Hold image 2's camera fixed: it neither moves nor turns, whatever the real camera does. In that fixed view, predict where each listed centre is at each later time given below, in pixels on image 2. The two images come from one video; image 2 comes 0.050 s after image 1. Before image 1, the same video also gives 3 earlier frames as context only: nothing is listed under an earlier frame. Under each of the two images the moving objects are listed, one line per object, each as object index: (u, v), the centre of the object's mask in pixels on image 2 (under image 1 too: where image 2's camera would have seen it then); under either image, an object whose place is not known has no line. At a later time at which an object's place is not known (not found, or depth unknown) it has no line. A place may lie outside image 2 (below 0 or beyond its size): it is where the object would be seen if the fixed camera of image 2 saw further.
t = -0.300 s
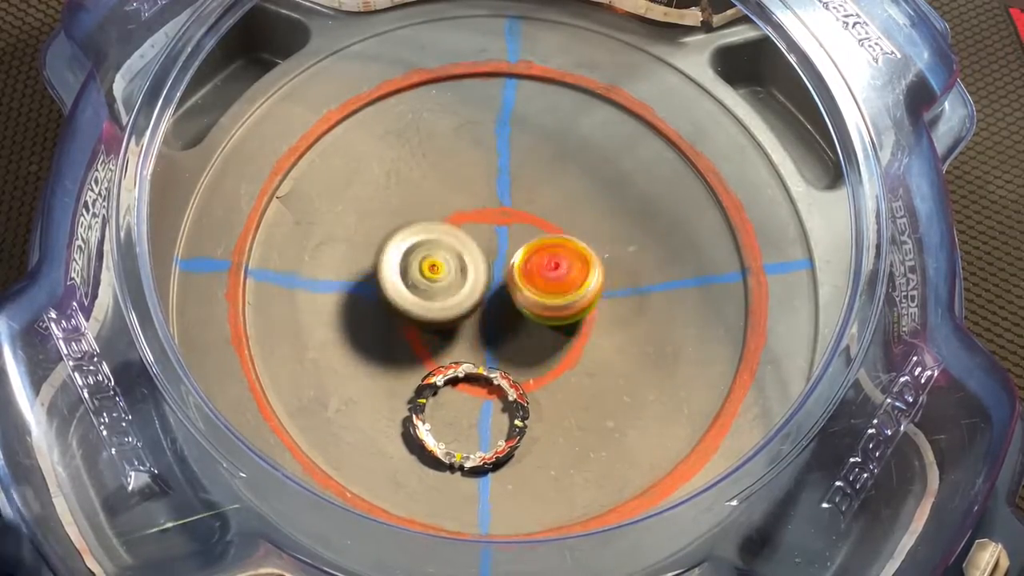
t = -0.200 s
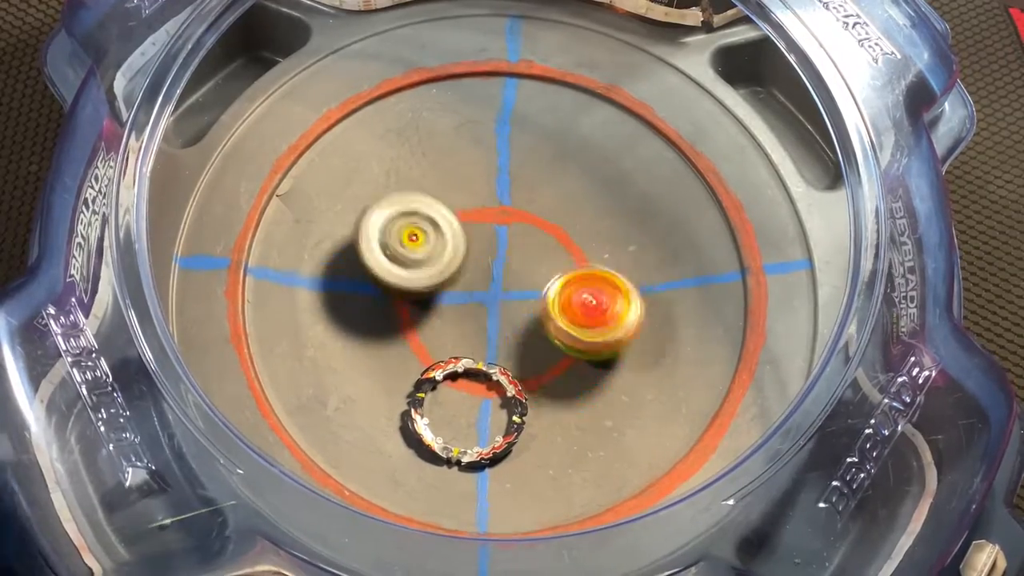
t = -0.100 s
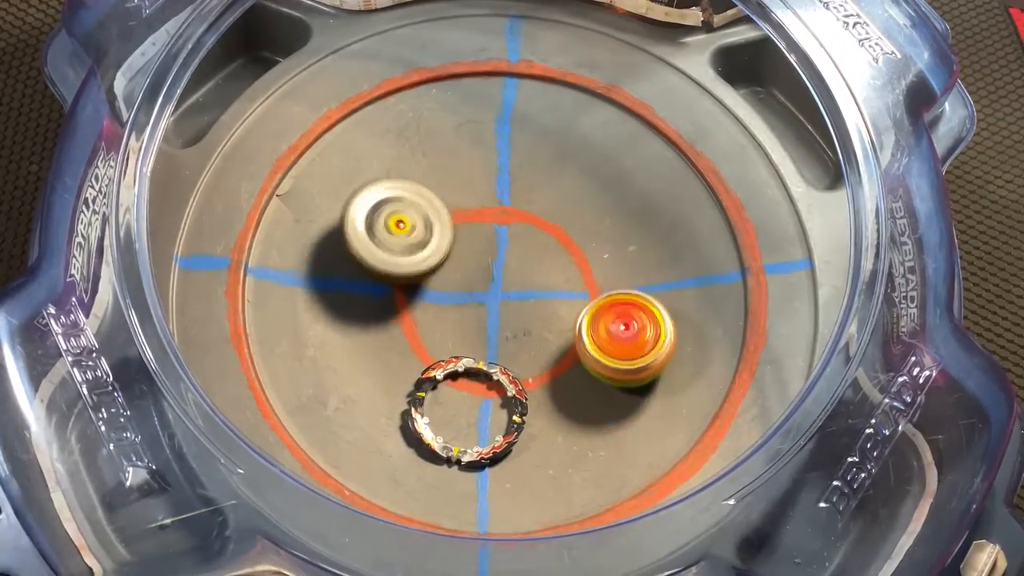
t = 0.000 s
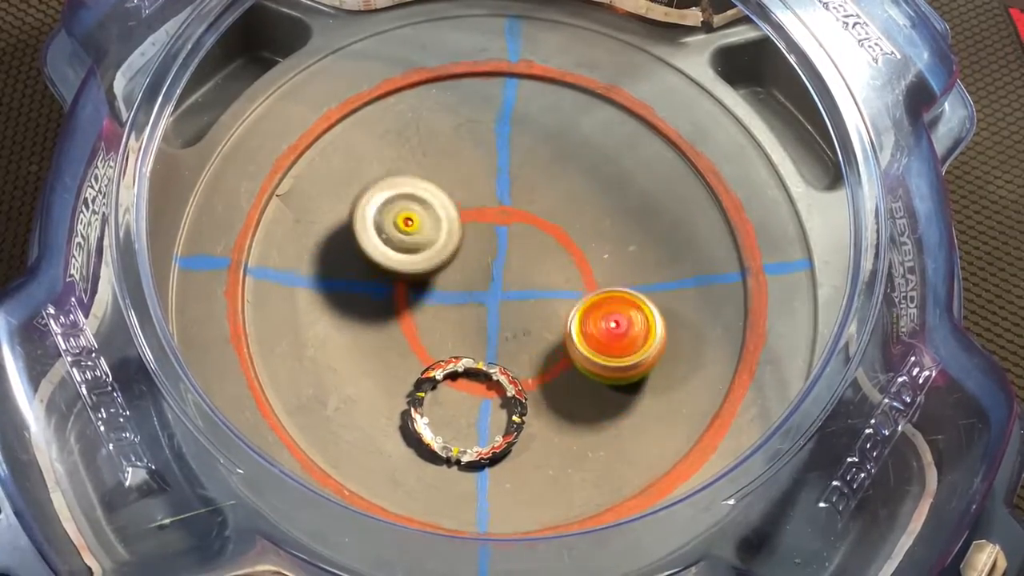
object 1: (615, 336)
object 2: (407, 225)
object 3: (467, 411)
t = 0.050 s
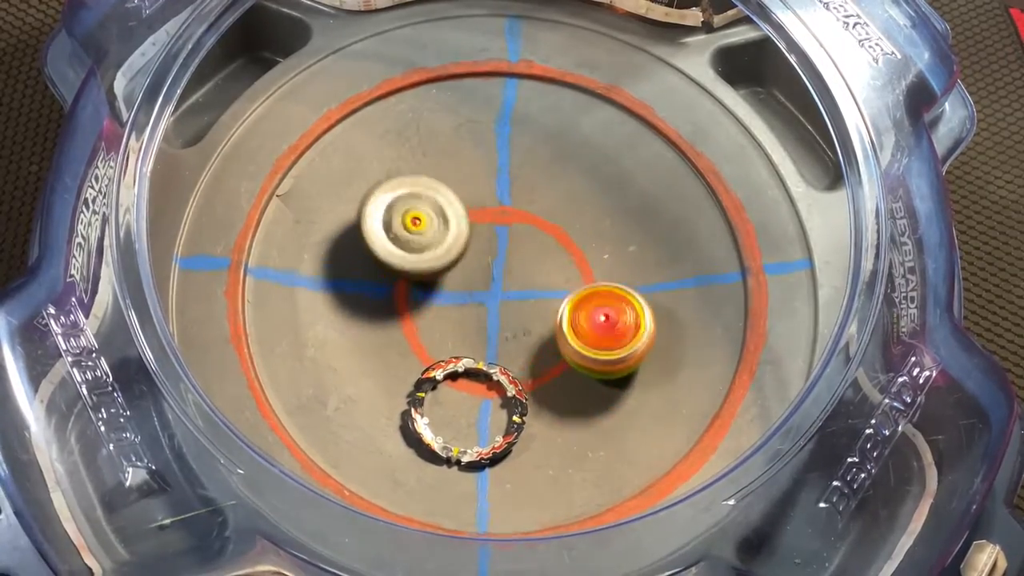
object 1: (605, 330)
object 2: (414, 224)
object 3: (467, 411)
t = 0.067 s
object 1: (601, 328)
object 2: (417, 224)
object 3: (467, 411)
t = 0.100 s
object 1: (594, 325)
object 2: (423, 224)
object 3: (467, 411)
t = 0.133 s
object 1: (586, 322)
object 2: (429, 223)
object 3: (467, 411)
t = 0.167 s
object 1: (580, 321)
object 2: (437, 223)
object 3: (467, 411)
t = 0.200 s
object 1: (572, 319)
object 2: (442, 225)
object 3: (467, 411)
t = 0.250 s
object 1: (560, 319)
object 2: (453, 226)
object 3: (467, 411)
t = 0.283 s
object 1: (551, 319)
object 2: (461, 226)
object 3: (467, 411)
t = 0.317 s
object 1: (542, 319)
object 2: (469, 227)
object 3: (467, 411)
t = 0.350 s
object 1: (533, 318)
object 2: (477, 226)
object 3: (467, 412)
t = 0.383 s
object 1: (529, 332)
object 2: (482, 215)
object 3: (467, 412)
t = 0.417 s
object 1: (524, 344)
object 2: (486, 207)
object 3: (442, 437)
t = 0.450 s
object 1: (519, 352)
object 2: (491, 202)
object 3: (441, 437)
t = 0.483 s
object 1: (517, 356)
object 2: (494, 200)
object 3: (435, 440)
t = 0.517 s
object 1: (514, 357)
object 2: (498, 201)
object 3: (430, 440)
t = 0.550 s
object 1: (512, 357)
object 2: (503, 203)
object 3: (430, 440)
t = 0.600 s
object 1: (510, 354)
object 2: (507, 209)
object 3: (460, 443)
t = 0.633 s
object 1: (508, 351)
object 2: (509, 215)
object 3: (426, 439)
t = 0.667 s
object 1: (506, 349)
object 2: (511, 221)
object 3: (445, 446)
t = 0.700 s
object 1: (503, 345)
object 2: (514, 227)
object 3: (427, 439)
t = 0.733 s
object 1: (500, 342)
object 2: (516, 234)
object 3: (427, 439)
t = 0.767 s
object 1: (495, 342)
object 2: (518, 234)
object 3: (426, 439)
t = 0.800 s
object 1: (492, 345)
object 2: (521, 231)
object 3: (424, 442)
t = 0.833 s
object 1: (490, 345)
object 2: (523, 231)
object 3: (421, 444)
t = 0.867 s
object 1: (487, 344)
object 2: (522, 232)
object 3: (420, 444)
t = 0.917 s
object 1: (483, 341)
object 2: (523, 232)
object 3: (420, 443)
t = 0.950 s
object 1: (481, 337)
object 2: (523, 233)
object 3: (420, 443)
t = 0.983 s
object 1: (479, 334)
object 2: (524, 234)
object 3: (419, 442)
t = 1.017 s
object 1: (477, 331)
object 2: (525, 235)
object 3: (421, 443)
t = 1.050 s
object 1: (469, 334)
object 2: (532, 229)
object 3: (420, 442)
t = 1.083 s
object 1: (457, 341)
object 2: (545, 218)
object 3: (416, 452)
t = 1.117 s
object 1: (451, 342)
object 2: (554, 212)
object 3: (416, 435)
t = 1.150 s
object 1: (449, 342)
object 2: (560, 211)
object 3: (412, 438)
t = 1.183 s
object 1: (447, 342)
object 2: (565, 213)
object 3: (411, 439)
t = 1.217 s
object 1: (447, 342)
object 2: (568, 217)
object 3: (411, 439)
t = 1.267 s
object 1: (448, 340)
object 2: (573, 224)
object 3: (410, 440)
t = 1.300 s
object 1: (450, 338)
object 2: (576, 230)
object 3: (410, 439)
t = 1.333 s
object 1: (452, 335)
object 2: (581, 237)
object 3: (410, 439)
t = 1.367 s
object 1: (454, 332)
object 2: (585, 243)
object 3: (410, 439)
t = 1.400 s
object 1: (456, 328)
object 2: (590, 250)
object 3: (410, 439)
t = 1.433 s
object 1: (458, 324)
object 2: (594, 257)
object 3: (410, 439)
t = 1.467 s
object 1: (460, 320)
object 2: (597, 264)
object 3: (410, 439)
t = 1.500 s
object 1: (463, 314)
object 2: (599, 270)
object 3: (410, 439)
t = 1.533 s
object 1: (465, 309)
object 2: (602, 278)
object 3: (410, 439)
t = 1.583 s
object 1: (468, 301)
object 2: (603, 289)
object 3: (410, 439)
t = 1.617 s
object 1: (470, 295)
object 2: (604, 297)
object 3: (410, 439)
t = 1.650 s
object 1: (471, 289)
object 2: (602, 305)
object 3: (410, 439)
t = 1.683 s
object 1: (473, 284)
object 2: (602, 312)
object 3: (410, 439)
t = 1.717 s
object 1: (476, 278)
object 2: (600, 320)
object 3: (410, 439)
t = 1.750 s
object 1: (479, 272)
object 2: (599, 327)
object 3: (410, 439)
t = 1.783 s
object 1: (482, 266)
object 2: (596, 335)
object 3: (410, 439)
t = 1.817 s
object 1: (485, 261)
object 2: (592, 341)
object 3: (410, 439)
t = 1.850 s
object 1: (489, 256)
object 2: (588, 346)
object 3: (410, 439)
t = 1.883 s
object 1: (493, 251)
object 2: (583, 350)
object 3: (410, 439)
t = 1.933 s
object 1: (498, 245)
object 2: (573, 356)
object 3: (410, 439)
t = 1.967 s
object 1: (501, 241)
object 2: (568, 359)
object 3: (410, 439)
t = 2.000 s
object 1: (505, 237)
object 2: (561, 362)
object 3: (410, 439)
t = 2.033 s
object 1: (508, 235)
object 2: (554, 365)
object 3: (410, 439)
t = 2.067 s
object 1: (512, 233)
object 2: (547, 365)
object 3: (410, 439)
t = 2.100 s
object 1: (515, 231)
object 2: (540, 367)
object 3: (411, 438)
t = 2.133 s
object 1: (518, 230)
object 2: (533, 368)
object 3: (411, 438)
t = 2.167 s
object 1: (521, 230)
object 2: (526, 369)
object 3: (411, 438)
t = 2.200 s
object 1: (525, 229)
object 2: (517, 368)
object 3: (411, 438)
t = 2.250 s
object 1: (530, 229)
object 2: (507, 367)
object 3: (410, 439)
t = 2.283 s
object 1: (533, 230)
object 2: (500, 368)
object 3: (409, 439)
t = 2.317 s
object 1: (535, 231)
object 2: (493, 364)
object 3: (409, 440)
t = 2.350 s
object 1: (537, 232)
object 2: (489, 364)
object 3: (408, 440)
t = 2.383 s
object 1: (539, 234)
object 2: (485, 360)
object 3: (408, 440)
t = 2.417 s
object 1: (541, 236)
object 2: (481, 356)
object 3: (409, 440)
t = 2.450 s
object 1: (543, 238)
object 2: (477, 351)
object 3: (410, 439)
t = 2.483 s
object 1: (545, 240)
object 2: (473, 345)
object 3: (410, 439)
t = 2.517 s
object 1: (547, 242)
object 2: (469, 340)
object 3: (411, 438)
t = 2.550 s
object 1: (548, 245)
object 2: (466, 332)
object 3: (411, 438)
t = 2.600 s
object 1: (550, 249)
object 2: (460, 325)
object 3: (410, 438)
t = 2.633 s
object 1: (551, 252)
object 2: (457, 319)
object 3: (410, 439)
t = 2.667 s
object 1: (552, 254)
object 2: (454, 313)
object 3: (410, 439)
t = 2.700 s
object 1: (552, 257)
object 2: (451, 305)
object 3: (410, 439)
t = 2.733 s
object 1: (552, 260)
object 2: (448, 299)
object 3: (410, 438)
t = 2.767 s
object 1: (551, 263)
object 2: (445, 293)
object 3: (410, 438)
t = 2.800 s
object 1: (551, 266)
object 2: (443, 289)
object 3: (410, 438)
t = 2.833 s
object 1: (551, 268)
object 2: (440, 284)
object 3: (410, 438)
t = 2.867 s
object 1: (559, 270)
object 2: (432, 278)
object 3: (410, 438)
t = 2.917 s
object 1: (566, 273)
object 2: (426, 274)
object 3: (409, 438)
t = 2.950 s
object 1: (567, 276)
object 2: (425, 272)
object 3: (409, 438)
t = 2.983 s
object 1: (567, 278)
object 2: (427, 270)
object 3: (409, 438)
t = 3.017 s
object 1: (566, 280)
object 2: (429, 268)
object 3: (409, 438)
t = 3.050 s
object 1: (564, 283)
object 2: (432, 266)
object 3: (410, 438)
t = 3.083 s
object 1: (562, 285)
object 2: (436, 263)
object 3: (409, 438)
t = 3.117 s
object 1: (560, 287)
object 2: (440, 259)
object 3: (409, 438)
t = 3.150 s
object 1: (556, 288)
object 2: (445, 256)
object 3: (410, 438)
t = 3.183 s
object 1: (554, 290)
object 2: (449, 252)
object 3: (409, 438)
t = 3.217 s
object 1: (560, 296)
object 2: (445, 245)
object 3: (409, 438)
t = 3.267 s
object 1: (564, 303)
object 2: (443, 239)
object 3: (409, 438)
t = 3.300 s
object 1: (562, 307)
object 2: (445, 237)
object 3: (409, 438)
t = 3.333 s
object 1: (559, 309)
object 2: (448, 234)
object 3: (409, 438)
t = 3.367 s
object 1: (556, 311)
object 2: (453, 233)
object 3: (409, 438)
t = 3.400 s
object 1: (552, 313)
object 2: (459, 233)
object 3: (409, 438)
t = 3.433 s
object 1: (547, 314)
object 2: (466, 233)
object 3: (409, 438)
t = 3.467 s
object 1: (543, 315)
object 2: (472, 233)
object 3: (409, 438)
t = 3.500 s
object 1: (541, 322)
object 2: (477, 228)
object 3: (409, 438)
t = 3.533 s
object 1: (538, 330)
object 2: (480, 223)
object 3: (409, 438)
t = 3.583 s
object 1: (532, 338)
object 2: (485, 219)
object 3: (409, 438)
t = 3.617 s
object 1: (528, 341)
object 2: (489, 219)
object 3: (410, 438)
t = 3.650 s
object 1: (522, 344)
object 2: (493, 220)
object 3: (411, 438)
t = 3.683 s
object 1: (518, 346)
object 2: (498, 222)
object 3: (411, 438)
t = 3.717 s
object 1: (513, 348)
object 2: (502, 225)
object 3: (411, 437)
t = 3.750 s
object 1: (508, 349)
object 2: (506, 228)
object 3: (411, 437)
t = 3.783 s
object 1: (504, 350)
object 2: (512, 232)
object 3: (411, 437)
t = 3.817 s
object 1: (500, 351)
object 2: (517, 236)
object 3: (411, 438)
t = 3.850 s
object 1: (495, 351)
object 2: (522, 239)
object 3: (411, 437)
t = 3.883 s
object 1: (491, 352)
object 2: (526, 243)
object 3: (411, 438)
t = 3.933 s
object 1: (485, 351)
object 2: (532, 250)
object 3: (411, 438)
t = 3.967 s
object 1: (481, 350)
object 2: (535, 252)
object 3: (411, 438)
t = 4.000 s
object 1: (478, 349)
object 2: (538, 252)
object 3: (411, 438)
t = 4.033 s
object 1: (475, 348)
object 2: (539, 251)
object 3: (411, 438)
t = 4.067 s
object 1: (473, 347)
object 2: (540, 252)
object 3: (411, 438)
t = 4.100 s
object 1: (471, 345)
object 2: (540, 252)
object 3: (411, 438)
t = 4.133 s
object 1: (470, 343)
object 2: (539, 253)
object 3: (411, 438)
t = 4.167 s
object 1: (469, 340)
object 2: (538, 254)
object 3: (411, 438)
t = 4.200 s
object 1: (462, 342)
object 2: (546, 249)
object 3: (410, 438)
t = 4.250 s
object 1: (448, 347)
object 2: (557, 241)
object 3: (409, 440)
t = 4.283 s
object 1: (444, 347)
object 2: (561, 239)
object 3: (409, 440)
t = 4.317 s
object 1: (444, 344)
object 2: (563, 239)
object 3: (410, 439)
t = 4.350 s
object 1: (446, 340)
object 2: (565, 242)
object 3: (410, 439)
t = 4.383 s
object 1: (448, 335)
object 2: (565, 245)
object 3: (410, 438)
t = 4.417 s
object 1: (452, 330)
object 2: (564, 249)
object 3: (410, 438)
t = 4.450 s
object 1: (456, 325)
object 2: (563, 254)
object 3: (410, 438)
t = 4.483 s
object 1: (459, 319)
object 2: (562, 258)
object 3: (410, 438)
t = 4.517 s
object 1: (463, 314)
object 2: (561, 262)
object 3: (410, 438)
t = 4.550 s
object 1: (460, 311)
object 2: (568, 263)
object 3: (410, 438)
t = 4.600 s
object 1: (460, 302)
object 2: (575, 270)
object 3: (411, 437)
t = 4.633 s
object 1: (462, 297)
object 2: (578, 274)
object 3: (410, 437)
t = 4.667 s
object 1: (464, 291)
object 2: (579, 279)
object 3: (410, 437)
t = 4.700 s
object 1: (467, 285)
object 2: (579, 284)
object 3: (410, 437)
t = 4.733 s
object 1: (470, 280)
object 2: (579, 289)
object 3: (411, 437)
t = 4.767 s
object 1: (472, 273)
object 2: (581, 295)
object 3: (411, 437)
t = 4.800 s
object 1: (476, 267)
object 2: (581, 301)
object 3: (411, 437)
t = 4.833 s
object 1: (480, 262)
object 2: (579, 308)
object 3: (411, 437)
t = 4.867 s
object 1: (484, 257)
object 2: (576, 315)
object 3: (411, 437)
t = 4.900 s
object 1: (489, 252)
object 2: (572, 323)
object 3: (411, 437)
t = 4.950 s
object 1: (498, 247)
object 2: (566, 334)
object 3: (410, 437)
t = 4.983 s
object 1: (503, 243)
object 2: (561, 340)
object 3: (411, 437)
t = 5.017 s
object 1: (509, 240)
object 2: (555, 346)
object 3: (411, 437)
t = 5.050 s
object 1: (514, 237)
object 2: (549, 349)
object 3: (411, 437)
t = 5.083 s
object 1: (520, 235)
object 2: (542, 354)
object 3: (411, 437)
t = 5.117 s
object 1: (525, 234)
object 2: (535, 356)
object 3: (412, 437)
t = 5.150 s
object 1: (529, 233)
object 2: (529, 359)
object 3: (412, 436)
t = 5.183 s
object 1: (535, 233)
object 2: (522, 360)
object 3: (412, 437)
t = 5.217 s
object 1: (540, 234)
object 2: (515, 361)
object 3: (412, 436)
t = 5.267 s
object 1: (547, 234)
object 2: (504, 362)
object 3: (411, 437)
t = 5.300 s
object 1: (551, 236)
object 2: (499, 360)
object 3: (411, 437)
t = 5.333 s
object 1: (555, 238)
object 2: (493, 358)
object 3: (410, 437)
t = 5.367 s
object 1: (559, 240)
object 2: (488, 357)
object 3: (410, 438)
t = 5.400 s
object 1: (562, 242)
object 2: (483, 354)
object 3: (411, 438)
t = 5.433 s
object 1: (566, 245)
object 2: (478, 351)
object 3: (411, 438)
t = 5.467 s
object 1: (568, 248)
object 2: (474, 346)
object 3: (411, 438)
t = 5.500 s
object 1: (571, 252)
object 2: (470, 341)
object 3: (411, 437)
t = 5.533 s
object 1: (572, 255)
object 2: (467, 336)
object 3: (412, 437)
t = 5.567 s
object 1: (573, 259)
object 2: (464, 330)
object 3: (412, 437)
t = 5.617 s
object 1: (575, 266)
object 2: (459, 321)
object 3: (411, 437)
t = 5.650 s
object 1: (576, 270)
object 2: (457, 315)
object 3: (411, 437)
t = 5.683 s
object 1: (574, 274)
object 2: (456, 308)
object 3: (411, 437)
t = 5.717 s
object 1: (573, 278)
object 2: (456, 300)
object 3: (411, 437)
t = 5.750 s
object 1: (570, 283)
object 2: (456, 294)
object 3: (411, 437)
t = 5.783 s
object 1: (567, 287)
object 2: (456, 288)
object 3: (411, 437)
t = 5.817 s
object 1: (566, 291)
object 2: (455, 282)
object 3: (411, 437)
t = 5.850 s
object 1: (567, 295)
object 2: (451, 276)
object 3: (411, 437)
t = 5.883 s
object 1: (564, 299)
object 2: (450, 270)
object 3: (411, 437)
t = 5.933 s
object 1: (558, 304)
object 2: (450, 263)
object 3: (411, 437)
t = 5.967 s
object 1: (554, 307)
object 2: (452, 260)
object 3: (411, 437)
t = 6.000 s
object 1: (556, 313)
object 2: (448, 252)
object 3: (411, 437)
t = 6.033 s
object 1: (561, 322)
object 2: (445, 245)
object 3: (411, 437)
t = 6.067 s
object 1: (562, 329)
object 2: (444, 240)
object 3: (411, 436)
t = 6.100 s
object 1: (561, 334)
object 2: (444, 235)
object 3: (411, 436)
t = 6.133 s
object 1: (557, 340)
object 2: (447, 231)
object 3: (411, 436)
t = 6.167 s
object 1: (553, 343)
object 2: (451, 227)
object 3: (412, 436)
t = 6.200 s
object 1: (548, 347)
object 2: (456, 225)
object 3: (412, 436)
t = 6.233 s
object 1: (543, 349)
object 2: (461, 222)
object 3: (412, 436)
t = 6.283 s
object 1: (534, 351)
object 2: (469, 220)
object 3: (412, 435)
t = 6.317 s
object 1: (528, 352)
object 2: (475, 219)
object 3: (413, 435)
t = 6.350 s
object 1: (521, 352)
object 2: (481, 219)
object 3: (413, 435)
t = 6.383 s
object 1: (515, 351)
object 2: (488, 219)
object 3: (413, 435)
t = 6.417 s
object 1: (510, 349)
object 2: (494, 219)
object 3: (413, 435)
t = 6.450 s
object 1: (505, 348)
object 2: (501, 219)
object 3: (413, 435)
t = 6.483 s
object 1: (499, 346)
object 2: (506, 219)
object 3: (413, 435)
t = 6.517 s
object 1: (494, 344)
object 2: (512, 221)
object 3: (413, 435)
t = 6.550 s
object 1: (489, 341)
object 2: (519, 223)
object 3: (413, 435)
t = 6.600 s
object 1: (482, 336)
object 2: (530, 226)
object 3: (413, 435)
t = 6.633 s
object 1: (478, 333)
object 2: (536, 229)
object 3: (413, 435)
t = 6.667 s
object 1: (474, 328)
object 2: (542, 233)
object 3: (412, 436)
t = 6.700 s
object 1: (471, 324)
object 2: (547, 236)
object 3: (412, 436)
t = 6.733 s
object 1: (469, 319)
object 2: (554, 240)
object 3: (412, 436)
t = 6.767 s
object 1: (467, 314)
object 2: (560, 244)
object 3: (412, 436)
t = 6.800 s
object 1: (466, 310)
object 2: (564, 248)
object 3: (412, 436)
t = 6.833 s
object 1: (464, 305)
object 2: (568, 252)
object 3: (412, 436)
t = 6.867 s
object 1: (463, 300)
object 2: (572, 257)
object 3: (412, 436)
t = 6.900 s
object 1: (462, 296)
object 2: (576, 261)
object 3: (412, 436)
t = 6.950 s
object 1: (463, 289)
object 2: (579, 269)
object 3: (412, 436)
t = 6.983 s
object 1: (463, 284)
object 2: (581, 274)
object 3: (412, 436)
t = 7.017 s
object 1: (464, 280)
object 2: (582, 280)
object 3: (412, 436)
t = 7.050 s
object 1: (466, 276)
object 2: (582, 285)
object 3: (412, 436)
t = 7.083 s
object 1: (468, 272)
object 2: (582, 291)
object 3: (412, 436)
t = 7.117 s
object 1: (471, 268)
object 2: (580, 296)
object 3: (412, 436)
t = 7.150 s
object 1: (474, 264)
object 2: (578, 302)
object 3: (412, 436)
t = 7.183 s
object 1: (477, 260)
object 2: (575, 307)
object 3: (412, 436)
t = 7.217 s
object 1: (480, 257)
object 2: (572, 314)
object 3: (412, 436)
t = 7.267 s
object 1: (486, 253)
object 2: (564, 322)
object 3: (412, 436)
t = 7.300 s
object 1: (490, 251)
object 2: (558, 327)
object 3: (412, 436)
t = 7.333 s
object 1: (494, 249)
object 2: (552, 332)
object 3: (412, 436)
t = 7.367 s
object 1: (499, 247)
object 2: (545, 337)
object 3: (412, 436)
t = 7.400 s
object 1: (503, 245)
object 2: (537, 341)
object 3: (413, 435)
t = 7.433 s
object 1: (508, 244)
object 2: (529, 344)
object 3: (413, 435)
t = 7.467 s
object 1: (513, 243)
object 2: (520, 347)
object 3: (413, 435)
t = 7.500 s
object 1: (517, 243)
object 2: (512, 349)
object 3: (413, 435)
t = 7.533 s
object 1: (521, 243)
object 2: (504, 350)
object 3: (413, 435)
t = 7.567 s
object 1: (525, 244)
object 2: (497, 353)
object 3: (413, 435)
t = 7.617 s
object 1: (531, 245)
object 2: (488, 351)
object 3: (412, 436)
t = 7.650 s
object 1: (534, 245)
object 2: (483, 349)
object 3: (412, 436)
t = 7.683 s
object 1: (538, 247)
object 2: (479, 346)
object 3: (412, 436)
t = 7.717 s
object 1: (540, 248)
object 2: (475, 343)
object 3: (412, 436)
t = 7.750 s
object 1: (543, 250)
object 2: (470, 338)
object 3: (412, 436)
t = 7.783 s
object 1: (545, 251)
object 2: (466, 333)
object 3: (413, 436)
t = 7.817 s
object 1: (547, 254)
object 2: (462, 325)
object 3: (413, 436)
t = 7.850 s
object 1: (549, 256)
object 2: (458, 321)
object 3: (412, 436)
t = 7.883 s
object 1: (549, 258)
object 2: (455, 316)
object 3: (412, 436)
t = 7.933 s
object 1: (550, 262)
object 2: (453, 305)
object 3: (412, 436)
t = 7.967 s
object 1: (550, 265)
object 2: (451, 298)
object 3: (412, 436)
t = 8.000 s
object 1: (556, 265)
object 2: (446, 294)
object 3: (412, 436)
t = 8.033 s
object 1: (560, 265)
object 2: (444, 290)
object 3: (412, 436)
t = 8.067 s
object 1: (562, 267)
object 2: (444, 285)
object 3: (412, 436)
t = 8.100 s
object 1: (564, 268)
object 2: (445, 280)
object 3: (412, 435)
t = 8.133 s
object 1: (565, 270)
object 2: (449, 275)
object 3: (412, 435)
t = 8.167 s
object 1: (565, 272)
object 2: (450, 270)
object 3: (412, 435)
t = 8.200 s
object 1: (564, 273)
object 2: (455, 266)
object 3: (412, 435)
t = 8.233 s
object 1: (578, 277)
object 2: (450, 261)
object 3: (413, 435)
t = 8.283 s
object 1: (605, 284)
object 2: (441, 251)
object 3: (413, 435)
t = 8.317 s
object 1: (617, 289)
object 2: (441, 248)
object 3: (413, 435)
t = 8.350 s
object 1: (624, 292)
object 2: (444, 245)
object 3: (413, 435)
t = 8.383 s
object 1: (627, 295)
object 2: (450, 243)
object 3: (413, 435)
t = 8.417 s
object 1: (628, 296)
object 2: (455, 241)
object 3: (413, 435)
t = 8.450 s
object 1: (628, 297)
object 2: (461, 240)
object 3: (413, 435)
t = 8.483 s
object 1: (626, 298)
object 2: (470, 240)
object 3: (413, 435)
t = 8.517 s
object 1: (625, 299)
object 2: (477, 239)
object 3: (413, 435)
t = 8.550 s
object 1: (622, 301)
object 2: (485, 239)
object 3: (413, 435)
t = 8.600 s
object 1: (617, 302)
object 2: (496, 240)
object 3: (413, 435)
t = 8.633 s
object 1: (612, 304)
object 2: (504, 240)
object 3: (413, 435)
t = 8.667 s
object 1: (607, 305)
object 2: (511, 241)
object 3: (413, 435)
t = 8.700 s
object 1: (603, 311)
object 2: (515, 237)
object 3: (413, 435)
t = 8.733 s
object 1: (613, 335)
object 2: (511, 220)
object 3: (413, 434)
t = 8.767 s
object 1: (620, 355)
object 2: (506, 210)
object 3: (413, 434)
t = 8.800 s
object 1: (621, 368)
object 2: (501, 203)
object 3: (413, 434)
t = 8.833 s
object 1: (618, 377)
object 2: (499, 201)
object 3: (414, 434)
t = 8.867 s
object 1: (611, 380)
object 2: (498, 201)
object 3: (413, 434)
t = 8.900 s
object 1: (604, 377)
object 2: (499, 202)
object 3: (414, 434)
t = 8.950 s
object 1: (593, 371)
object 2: (501, 207)
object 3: (414, 433)
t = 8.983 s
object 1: (585, 365)
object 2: (502, 212)
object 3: (414, 433)
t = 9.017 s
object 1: (577, 359)
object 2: (504, 216)
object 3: (414, 433)
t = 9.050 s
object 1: (570, 355)
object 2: (506, 220)
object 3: (414, 433)
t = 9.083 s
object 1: (562, 350)
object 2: (508, 226)
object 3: (414, 433)
